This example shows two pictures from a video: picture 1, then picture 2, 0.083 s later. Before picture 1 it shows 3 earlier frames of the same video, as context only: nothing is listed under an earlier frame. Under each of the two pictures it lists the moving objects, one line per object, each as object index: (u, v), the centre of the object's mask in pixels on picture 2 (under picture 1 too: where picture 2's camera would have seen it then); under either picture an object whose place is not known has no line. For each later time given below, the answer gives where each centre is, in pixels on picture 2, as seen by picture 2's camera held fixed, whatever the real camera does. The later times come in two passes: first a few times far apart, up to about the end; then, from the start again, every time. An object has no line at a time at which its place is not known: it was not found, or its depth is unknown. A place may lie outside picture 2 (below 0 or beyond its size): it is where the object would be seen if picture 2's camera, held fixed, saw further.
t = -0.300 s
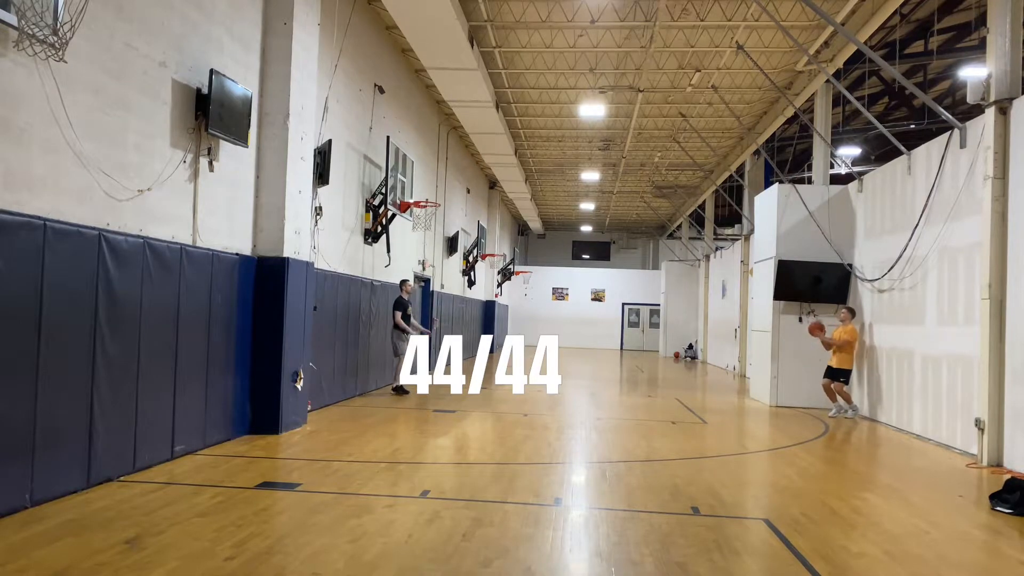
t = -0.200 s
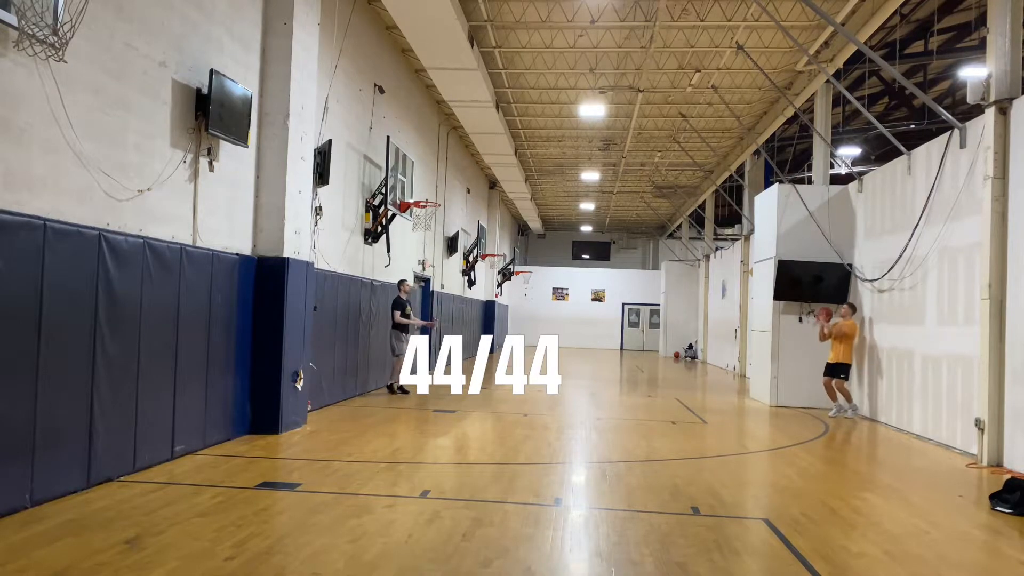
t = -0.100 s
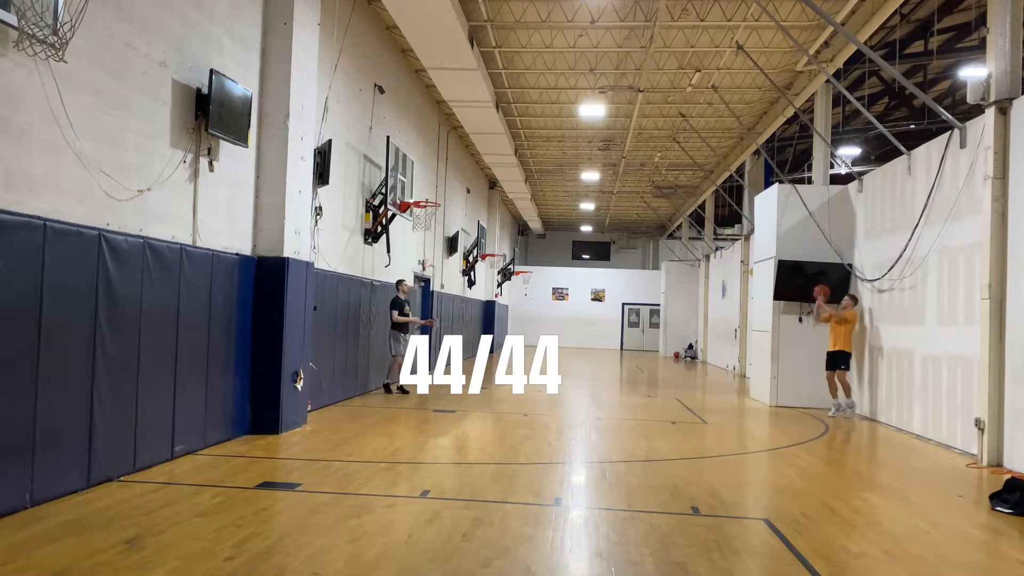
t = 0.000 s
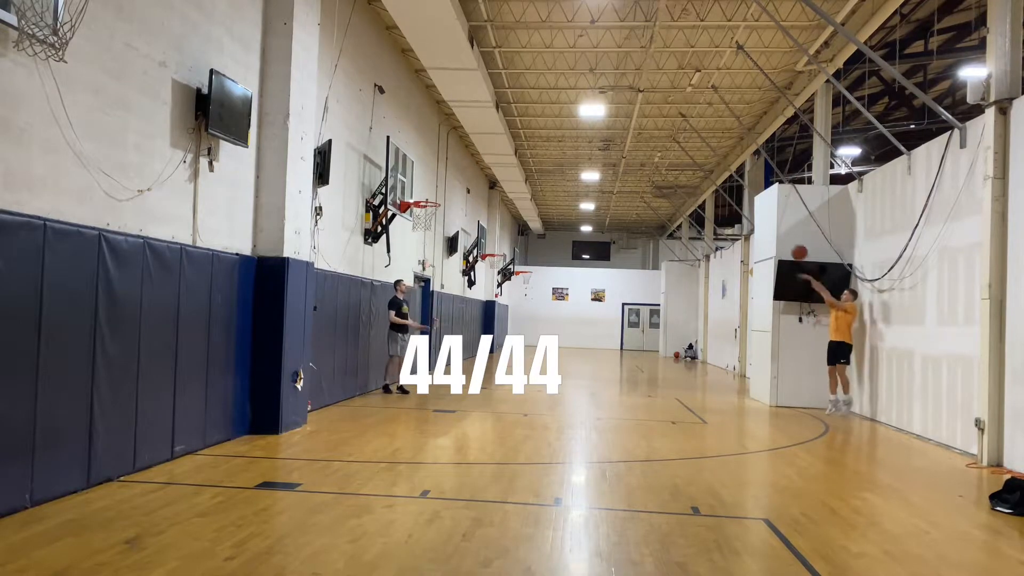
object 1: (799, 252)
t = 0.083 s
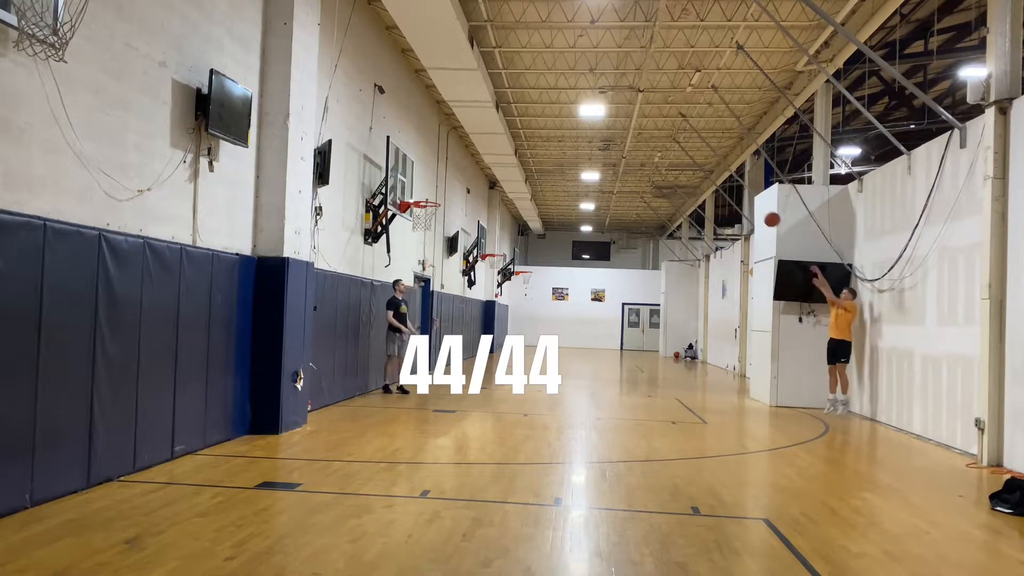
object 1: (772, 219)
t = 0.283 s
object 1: (708, 160)
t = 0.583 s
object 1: (616, 115)
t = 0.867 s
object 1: (529, 125)
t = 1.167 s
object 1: (438, 187)
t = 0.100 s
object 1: (766, 213)
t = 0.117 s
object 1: (761, 207)
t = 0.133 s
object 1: (756, 202)
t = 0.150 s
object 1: (750, 197)
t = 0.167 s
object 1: (744, 191)
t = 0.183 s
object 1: (738, 186)
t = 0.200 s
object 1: (734, 181)
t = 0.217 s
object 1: (730, 177)
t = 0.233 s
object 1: (724, 172)
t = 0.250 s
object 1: (720, 167)
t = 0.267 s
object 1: (712, 163)
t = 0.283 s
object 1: (708, 160)
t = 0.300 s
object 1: (703, 155)
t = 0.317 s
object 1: (698, 151)
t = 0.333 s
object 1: (692, 148)
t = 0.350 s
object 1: (687, 144)
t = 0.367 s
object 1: (682, 141)
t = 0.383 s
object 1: (677, 138)
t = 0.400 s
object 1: (671, 135)
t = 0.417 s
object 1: (667, 132)
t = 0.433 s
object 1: (661, 130)
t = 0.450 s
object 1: (656, 128)
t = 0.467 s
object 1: (650, 126)
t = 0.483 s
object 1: (645, 123)
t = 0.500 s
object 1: (640, 122)
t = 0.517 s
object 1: (635, 120)
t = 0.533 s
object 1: (630, 119)
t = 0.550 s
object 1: (625, 118)
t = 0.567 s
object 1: (620, 116)
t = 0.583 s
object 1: (616, 115)
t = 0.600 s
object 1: (610, 115)
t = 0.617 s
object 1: (605, 114)
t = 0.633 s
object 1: (601, 114)
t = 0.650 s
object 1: (594, 114)
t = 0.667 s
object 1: (589, 114)
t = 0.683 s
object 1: (584, 113)
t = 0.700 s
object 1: (578, 113)
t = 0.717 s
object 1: (572, 114)
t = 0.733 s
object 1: (569, 115)
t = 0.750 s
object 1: (564, 115)
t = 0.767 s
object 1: (559, 116)
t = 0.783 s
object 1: (554, 118)
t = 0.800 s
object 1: (548, 119)
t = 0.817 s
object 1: (543, 120)
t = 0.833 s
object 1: (539, 122)
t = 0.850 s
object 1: (534, 123)
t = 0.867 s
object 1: (529, 125)
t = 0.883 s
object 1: (524, 127)
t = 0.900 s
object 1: (518, 131)
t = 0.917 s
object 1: (513, 133)
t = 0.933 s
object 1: (507, 135)
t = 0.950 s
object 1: (503, 137)
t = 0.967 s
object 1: (498, 140)
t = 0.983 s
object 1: (493, 143)
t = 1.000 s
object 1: (488, 146)
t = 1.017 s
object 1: (483, 150)
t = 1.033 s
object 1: (479, 153)
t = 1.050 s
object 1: (473, 157)
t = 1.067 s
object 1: (469, 161)
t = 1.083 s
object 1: (463, 165)
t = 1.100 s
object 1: (458, 169)
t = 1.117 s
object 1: (453, 173)
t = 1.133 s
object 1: (449, 178)
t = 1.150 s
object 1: (444, 182)
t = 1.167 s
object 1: (438, 187)
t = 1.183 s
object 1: (434, 192)
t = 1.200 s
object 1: (429, 196)
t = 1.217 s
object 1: (424, 202)
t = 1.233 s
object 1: (420, 207)
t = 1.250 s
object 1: (415, 212)
